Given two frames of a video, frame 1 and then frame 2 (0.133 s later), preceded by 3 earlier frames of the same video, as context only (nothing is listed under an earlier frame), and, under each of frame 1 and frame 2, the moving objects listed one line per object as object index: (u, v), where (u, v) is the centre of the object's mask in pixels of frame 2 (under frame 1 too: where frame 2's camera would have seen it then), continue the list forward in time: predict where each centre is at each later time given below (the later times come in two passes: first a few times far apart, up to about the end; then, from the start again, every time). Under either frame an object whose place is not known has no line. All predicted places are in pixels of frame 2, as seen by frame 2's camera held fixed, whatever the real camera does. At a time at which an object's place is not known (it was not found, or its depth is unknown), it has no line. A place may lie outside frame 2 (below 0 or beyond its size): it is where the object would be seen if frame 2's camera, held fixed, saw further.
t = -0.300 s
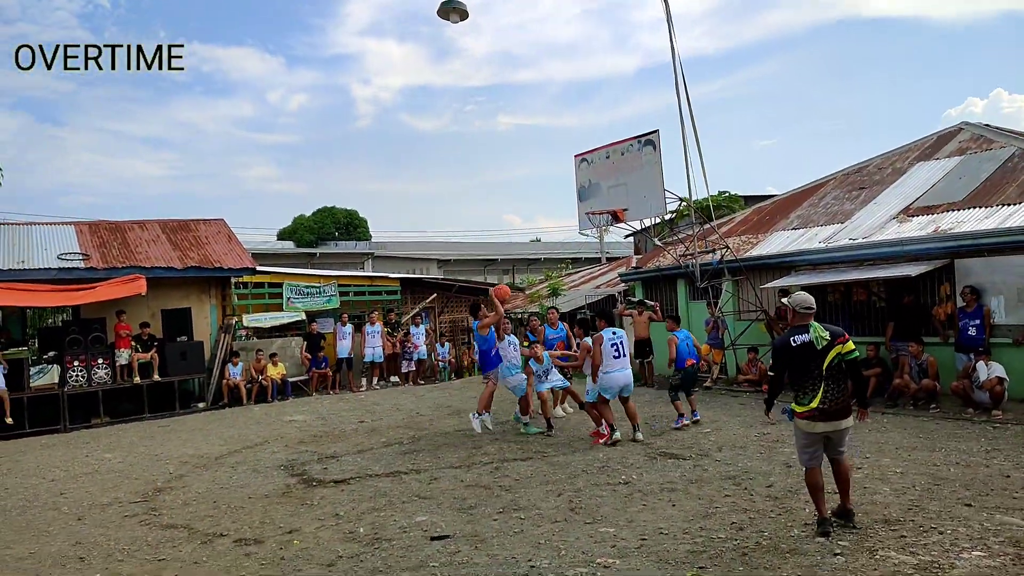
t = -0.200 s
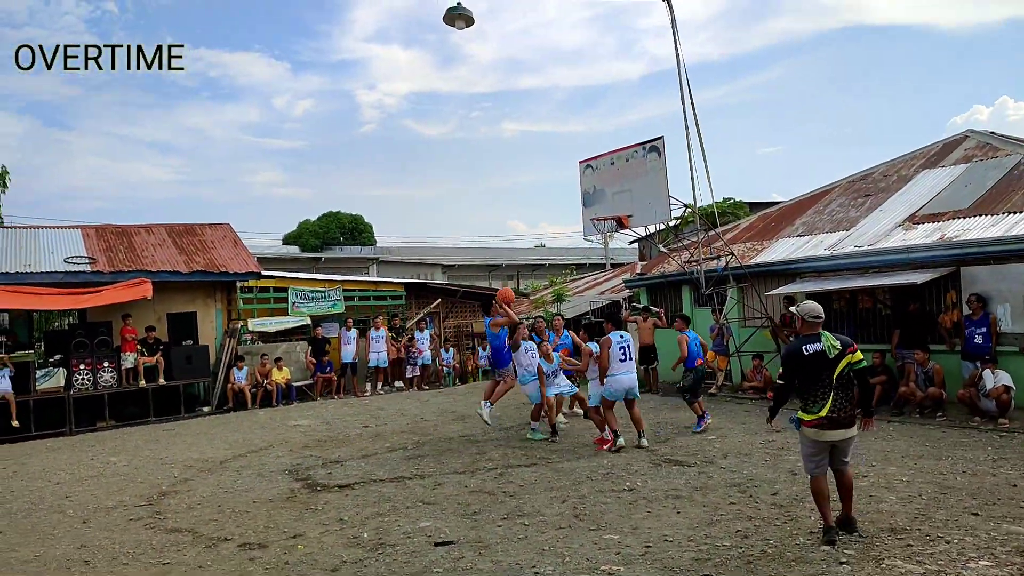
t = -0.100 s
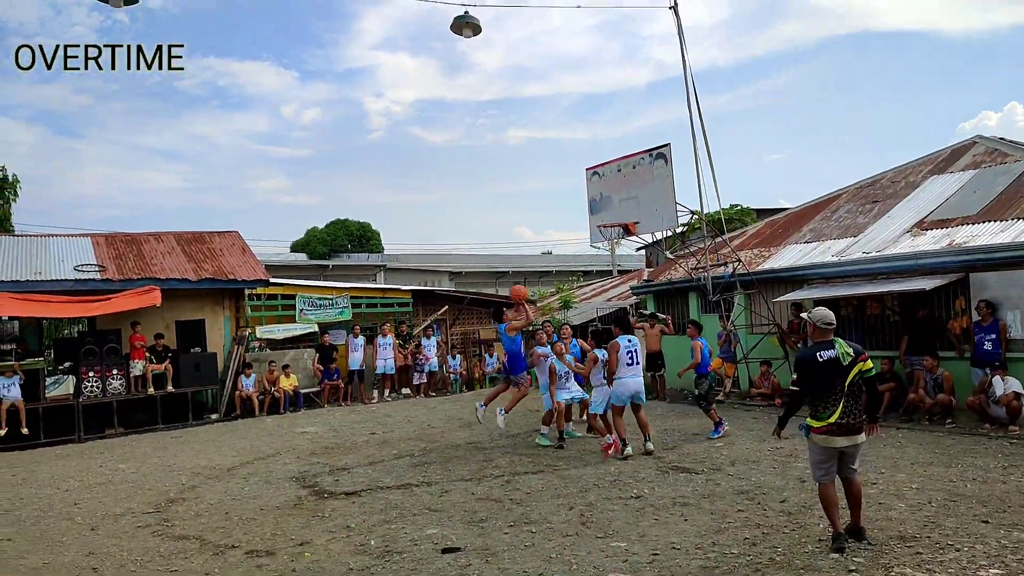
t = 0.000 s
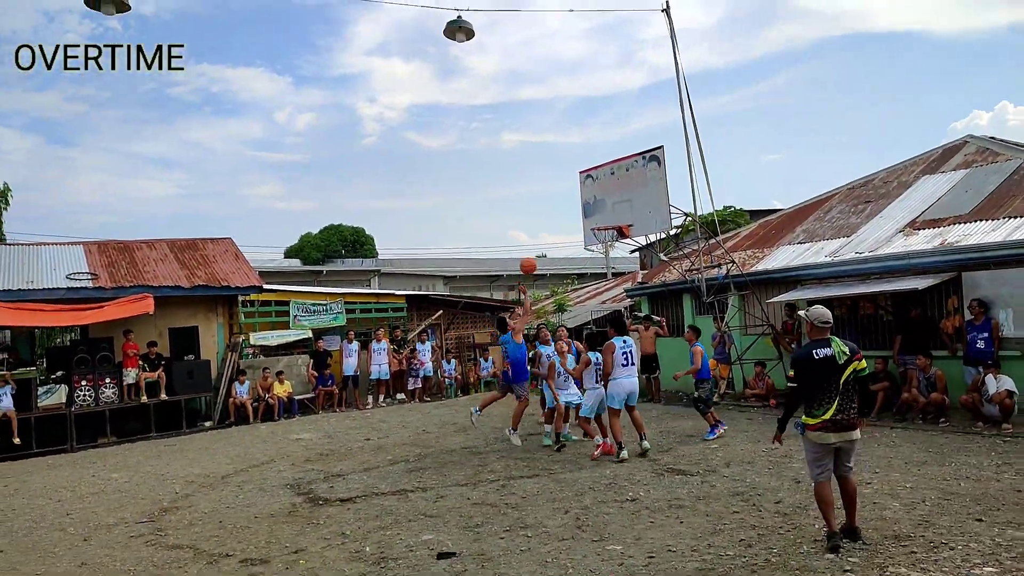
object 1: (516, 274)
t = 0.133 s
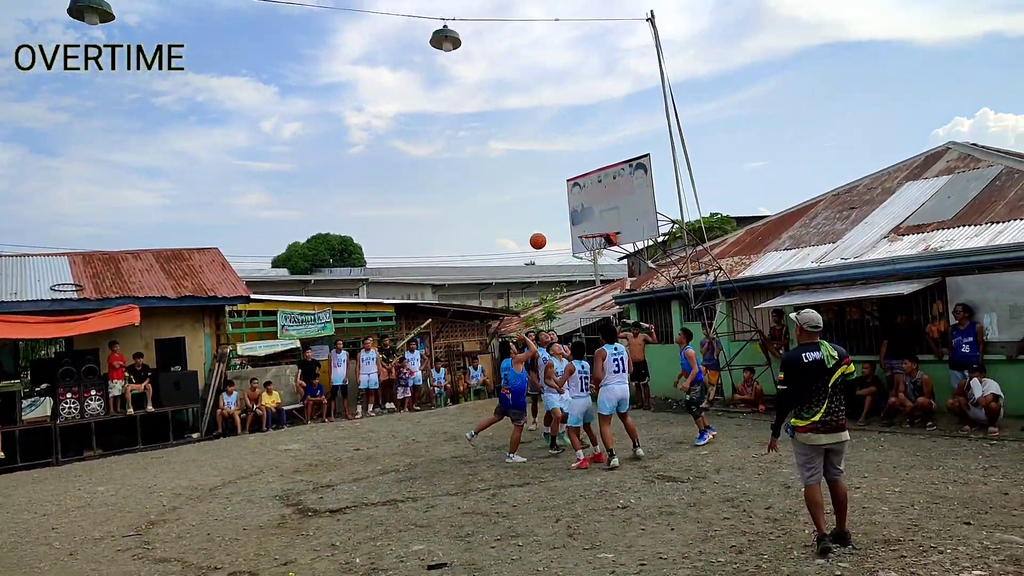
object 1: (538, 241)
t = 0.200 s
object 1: (548, 230)
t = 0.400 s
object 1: (579, 216)
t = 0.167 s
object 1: (543, 235)
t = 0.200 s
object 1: (548, 230)
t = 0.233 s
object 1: (553, 226)
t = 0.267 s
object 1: (559, 222)
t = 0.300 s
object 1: (564, 220)
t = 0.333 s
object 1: (569, 218)
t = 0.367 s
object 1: (574, 217)
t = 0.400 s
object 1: (579, 216)
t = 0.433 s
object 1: (584, 216)
